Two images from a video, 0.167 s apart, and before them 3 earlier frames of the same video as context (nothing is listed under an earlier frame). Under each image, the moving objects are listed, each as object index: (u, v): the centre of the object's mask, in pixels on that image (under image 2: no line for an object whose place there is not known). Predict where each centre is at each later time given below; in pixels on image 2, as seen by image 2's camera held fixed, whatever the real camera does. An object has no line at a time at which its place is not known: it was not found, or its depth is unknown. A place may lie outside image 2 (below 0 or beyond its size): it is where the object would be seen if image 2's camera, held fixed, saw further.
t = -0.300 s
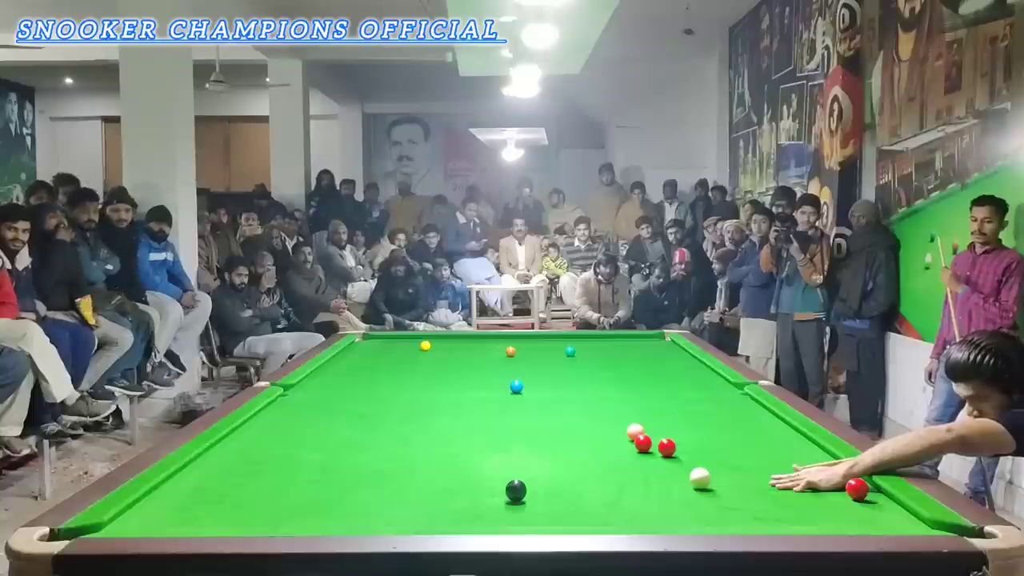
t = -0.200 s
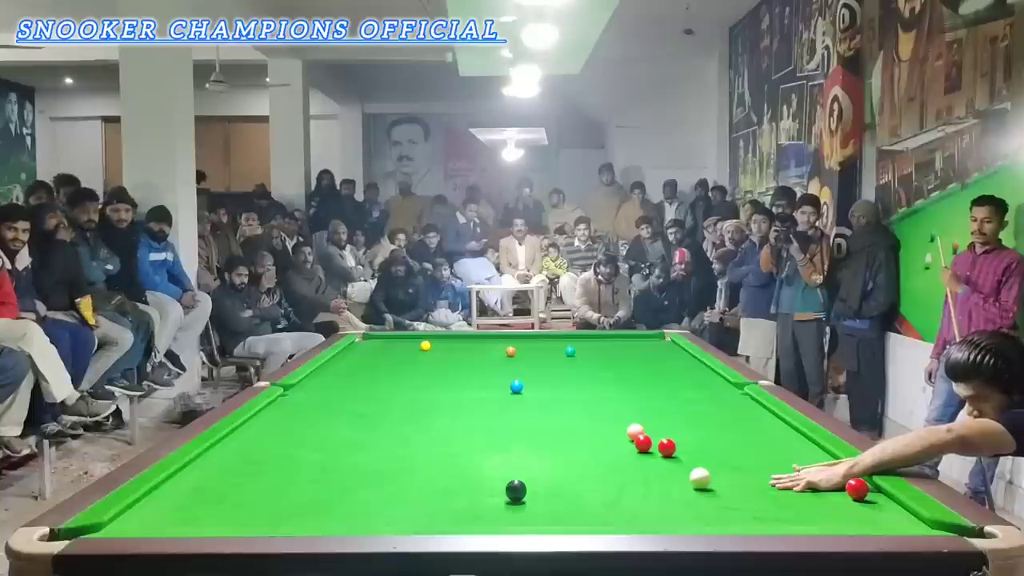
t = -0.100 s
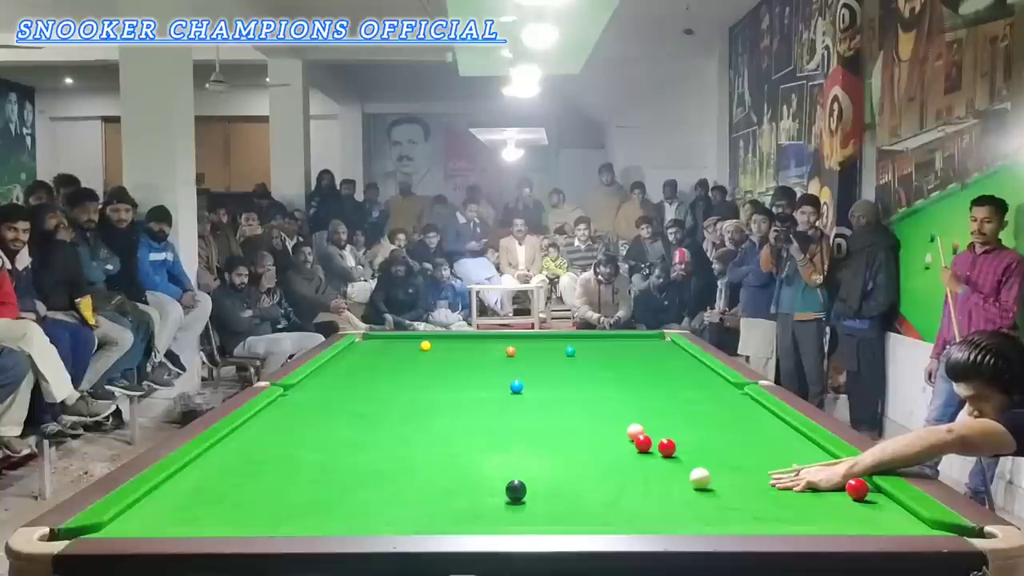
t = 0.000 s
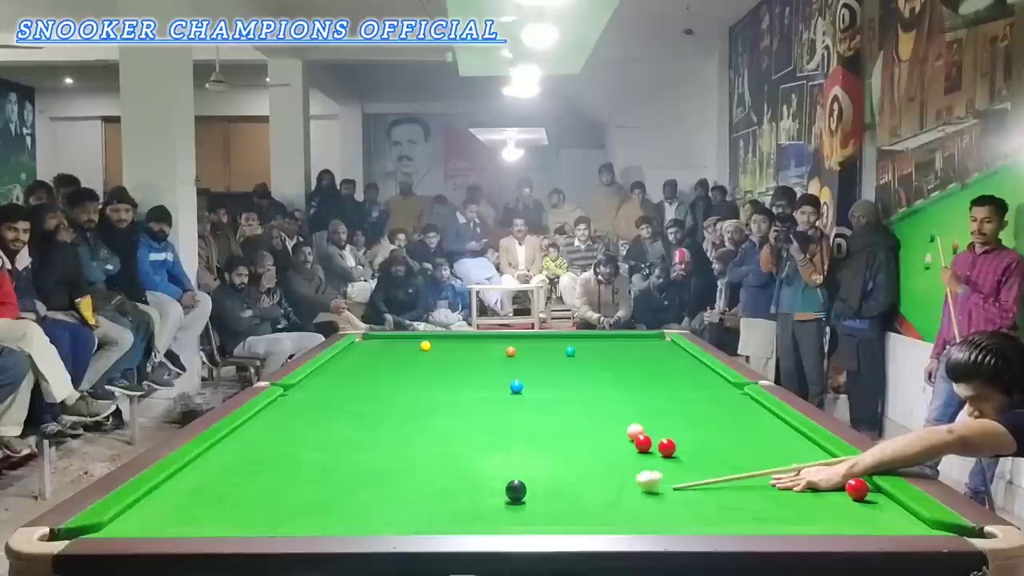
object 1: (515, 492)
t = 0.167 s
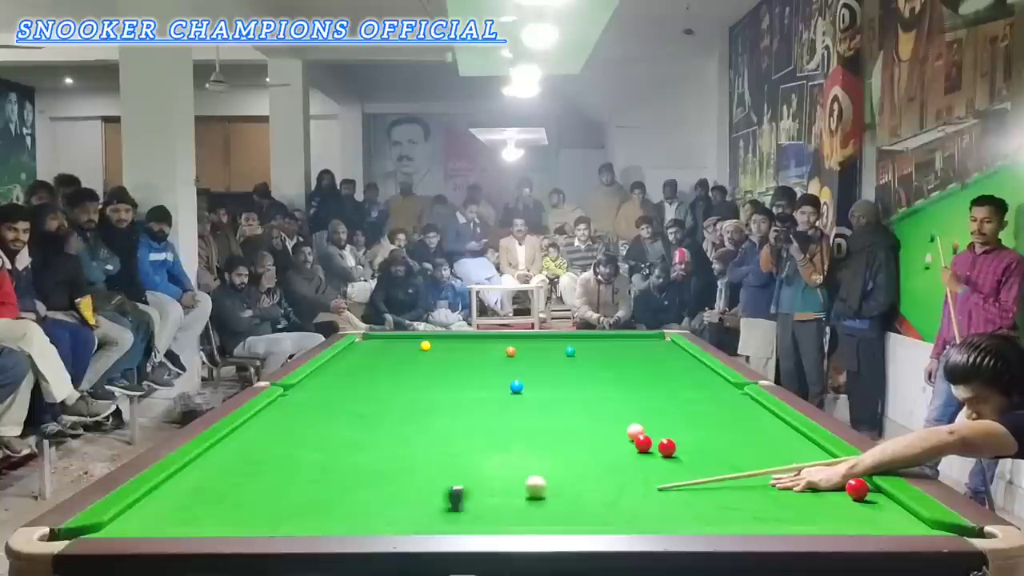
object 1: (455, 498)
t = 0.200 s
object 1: (424, 501)
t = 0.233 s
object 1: (394, 504)
